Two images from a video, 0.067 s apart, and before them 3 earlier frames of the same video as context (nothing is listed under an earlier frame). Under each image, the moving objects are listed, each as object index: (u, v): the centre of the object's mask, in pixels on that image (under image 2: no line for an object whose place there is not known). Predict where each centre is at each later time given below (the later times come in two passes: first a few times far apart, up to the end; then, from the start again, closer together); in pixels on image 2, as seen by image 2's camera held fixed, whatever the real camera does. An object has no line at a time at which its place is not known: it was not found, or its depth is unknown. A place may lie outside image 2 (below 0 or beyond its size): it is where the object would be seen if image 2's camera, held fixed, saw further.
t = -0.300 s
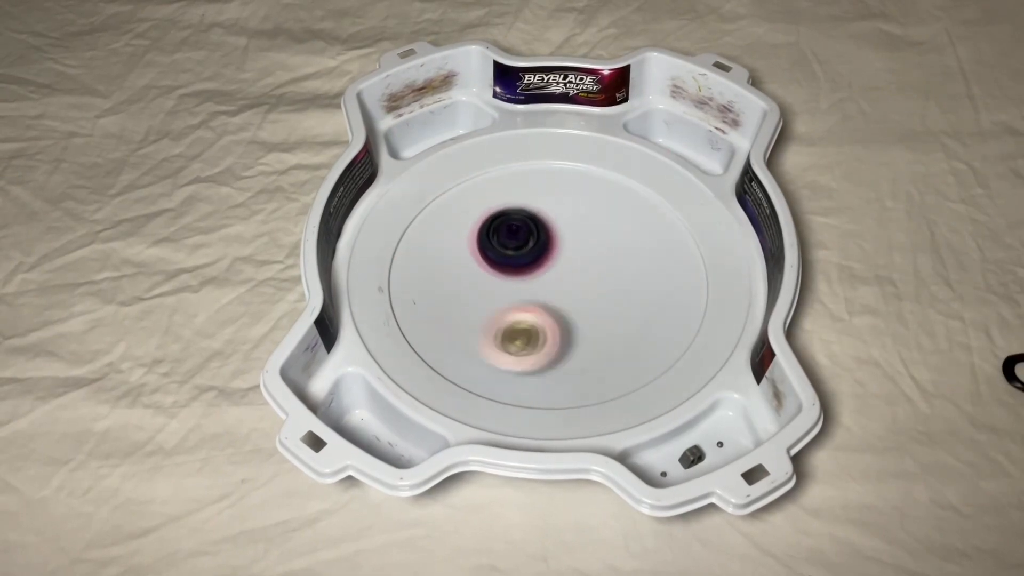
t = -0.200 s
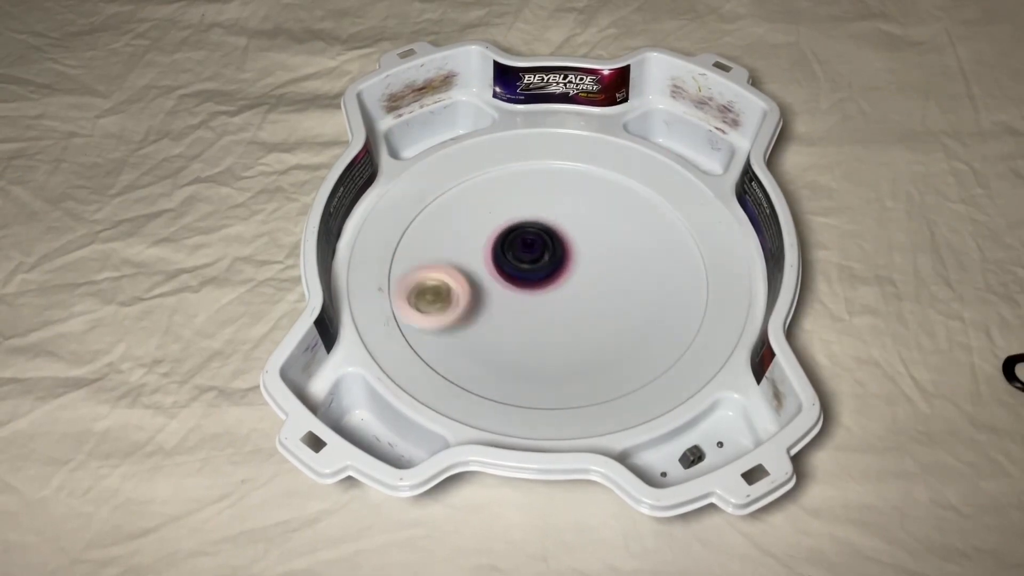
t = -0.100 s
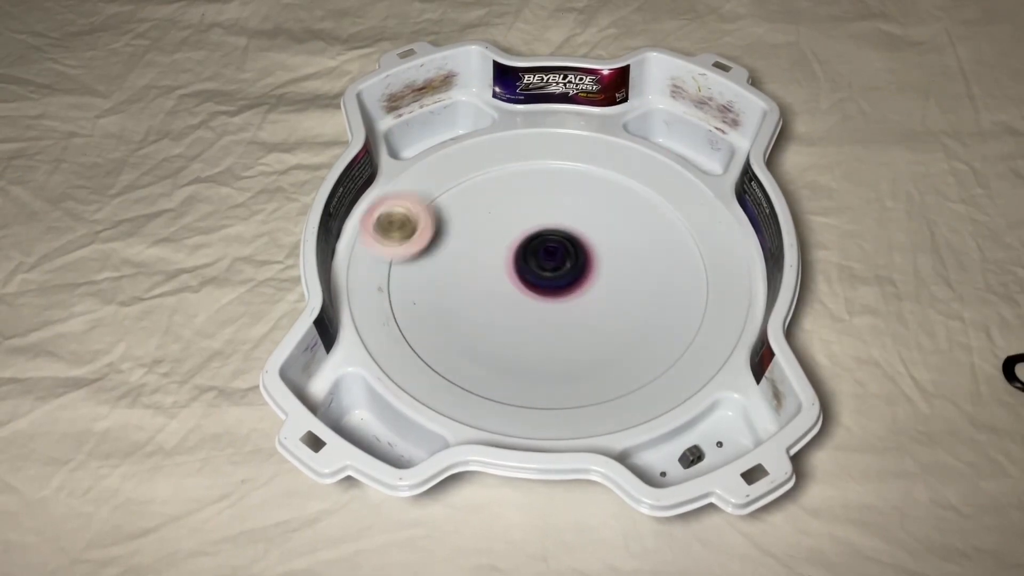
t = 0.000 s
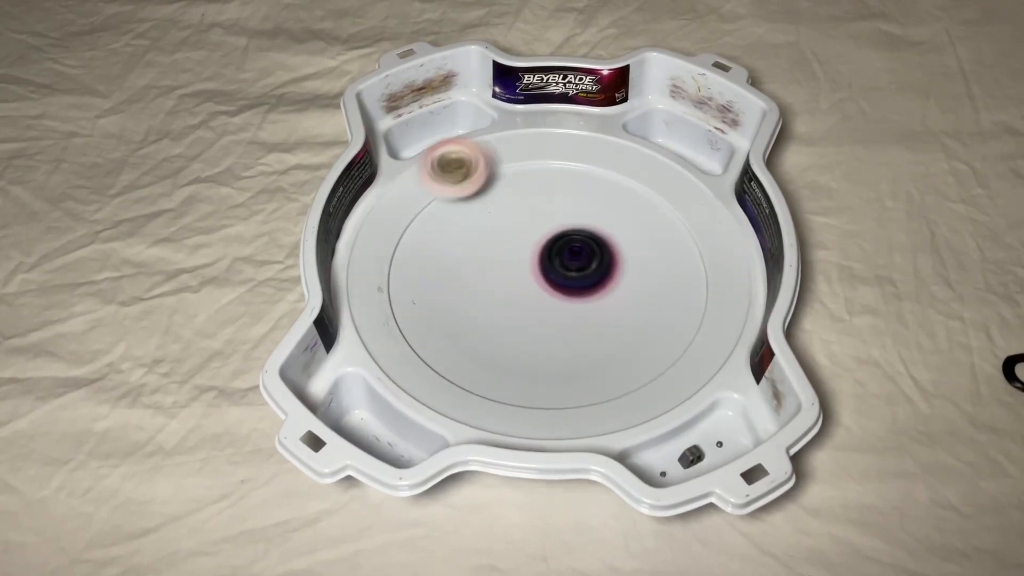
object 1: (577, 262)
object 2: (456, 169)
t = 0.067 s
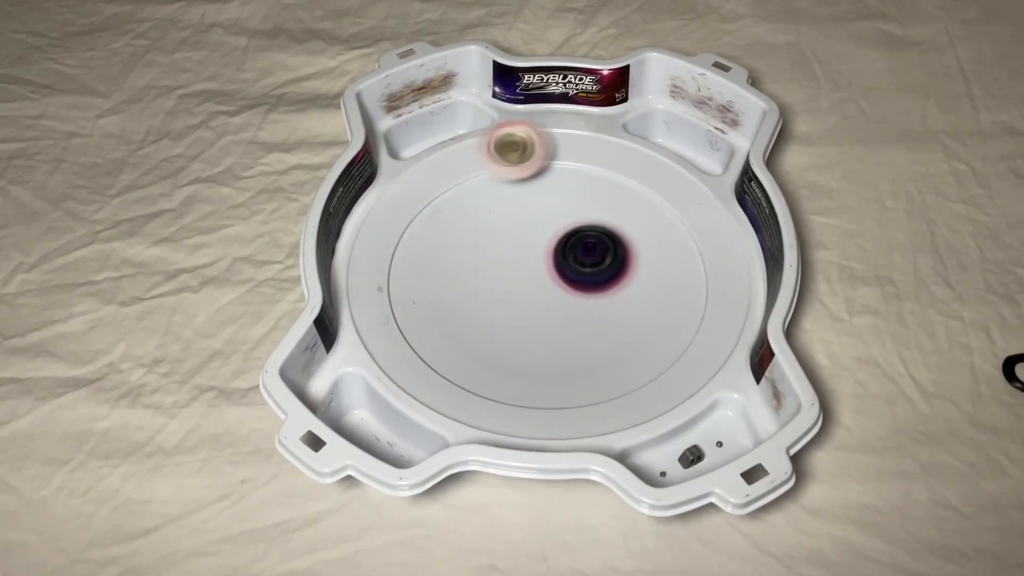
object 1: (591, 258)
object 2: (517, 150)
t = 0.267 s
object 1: (609, 242)
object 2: (655, 181)
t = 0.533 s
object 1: (568, 263)
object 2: (672, 276)
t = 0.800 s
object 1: (545, 283)
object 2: (611, 308)
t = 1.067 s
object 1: (528, 289)
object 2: (626, 309)
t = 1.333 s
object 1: (527, 291)
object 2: (608, 268)
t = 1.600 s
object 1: (539, 277)
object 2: (626, 213)
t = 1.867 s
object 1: (537, 251)
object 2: (626, 212)
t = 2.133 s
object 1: (522, 248)
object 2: (609, 221)
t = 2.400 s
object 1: (523, 262)
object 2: (592, 224)
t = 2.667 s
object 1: (537, 275)
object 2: (603, 235)
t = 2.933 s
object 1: (552, 277)
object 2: (617, 239)
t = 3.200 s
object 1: (550, 283)
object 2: (672, 213)
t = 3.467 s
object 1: (546, 278)
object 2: (632, 216)
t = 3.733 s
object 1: (545, 271)
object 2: (602, 200)
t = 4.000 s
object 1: (539, 270)
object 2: (558, 203)
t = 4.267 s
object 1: (547, 274)
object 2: (519, 206)
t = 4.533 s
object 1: (555, 267)
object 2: (491, 227)
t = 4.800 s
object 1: (562, 256)
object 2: (486, 255)
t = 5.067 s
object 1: (560, 249)
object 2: (510, 290)
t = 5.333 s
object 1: (555, 252)
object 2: (561, 306)
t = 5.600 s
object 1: (555, 259)
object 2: (608, 296)
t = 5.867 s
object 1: (552, 261)
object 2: (639, 280)
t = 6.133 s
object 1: (541, 261)
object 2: (622, 251)
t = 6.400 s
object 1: (536, 262)
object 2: (597, 213)
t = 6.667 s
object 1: (539, 265)
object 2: (570, 198)
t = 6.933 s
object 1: (552, 268)
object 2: (550, 196)
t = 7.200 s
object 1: (567, 269)
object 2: (531, 208)
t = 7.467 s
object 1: (575, 268)
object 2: (506, 237)
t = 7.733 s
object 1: (572, 266)
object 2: (498, 276)
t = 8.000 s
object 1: (568, 259)
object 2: (513, 302)
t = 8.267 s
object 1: (564, 243)
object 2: (548, 308)
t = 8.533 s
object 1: (559, 235)
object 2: (579, 300)
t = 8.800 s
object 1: (549, 240)
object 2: (619, 270)
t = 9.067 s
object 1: (536, 253)
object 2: (634, 247)
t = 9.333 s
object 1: (531, 267)
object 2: (608, 242)
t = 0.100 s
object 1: (597, 255)
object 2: (544, 146)
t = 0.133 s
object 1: (602, 252)
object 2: (572, 150)
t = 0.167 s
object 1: (605, 248)
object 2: (596, 156)
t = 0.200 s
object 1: (608, 244)
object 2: (619, 166)
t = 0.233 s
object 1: (610, 241)
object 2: (637, 178)
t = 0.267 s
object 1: (609, 242)
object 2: (655, 181)
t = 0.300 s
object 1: (606, 245)
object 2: (667, 185)
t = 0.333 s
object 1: (601, 248)
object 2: (667, 201)
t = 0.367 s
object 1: (596, 250)
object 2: (666, 219)
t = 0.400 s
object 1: (588, 253)
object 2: (674, 233)
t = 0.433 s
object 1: (580, 255)
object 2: (680, 247)
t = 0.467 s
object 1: (574, 257)
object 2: (681, 258)
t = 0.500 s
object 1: (570, 260)
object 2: (679, 268)
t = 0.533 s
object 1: (568, 263)
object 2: (672, 276)
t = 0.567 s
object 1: (566, 267)
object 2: (661, 281)
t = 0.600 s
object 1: (566, 271)
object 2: (646, 288)
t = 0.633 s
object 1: (563, 274)
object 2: (630, 292)
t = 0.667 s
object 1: (558, 276)
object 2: (625, 298)
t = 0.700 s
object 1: (554, 278)
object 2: (619, 301)
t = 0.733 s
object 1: (550, 279)
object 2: (617, 304)
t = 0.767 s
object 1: (547, 281)
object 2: (616, 307)
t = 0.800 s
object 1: (545, 283)
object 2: (611, 308)
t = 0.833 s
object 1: (542, 285)
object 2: (609, 308)
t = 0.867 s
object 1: (540, 287)
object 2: (611, 308)
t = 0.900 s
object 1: (538, 288)
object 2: (610, 307)
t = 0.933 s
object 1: (537, 289)
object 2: (608, 307)
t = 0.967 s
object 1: (535, 288)
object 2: (616, 308)
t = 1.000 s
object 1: (532, 288)
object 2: (622, 310)
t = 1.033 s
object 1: (530, 288)
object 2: (626, 310)
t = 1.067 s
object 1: (528, 289)
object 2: (626, 309)
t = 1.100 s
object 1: (527, 290)
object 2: (626, 307)
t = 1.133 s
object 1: (526, 291)
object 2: (623, 304)
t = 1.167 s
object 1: (526, 291)
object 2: (619, 301)
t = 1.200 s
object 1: (526, 292)
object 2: (616, 296)
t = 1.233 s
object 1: (526, 292)
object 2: (612, 290)
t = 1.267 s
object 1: (527, 292)
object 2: (608, 283)
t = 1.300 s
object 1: (527, 292)
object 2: (607, 276)
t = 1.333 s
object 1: (527, 291)
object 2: (608, 268)
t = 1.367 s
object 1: (529, 290)
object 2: (610, 260)
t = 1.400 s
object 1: (530, 289)
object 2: (612, 252)
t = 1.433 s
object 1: (533, 287)
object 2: (613, 244)
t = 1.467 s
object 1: (535, 286)
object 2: (616, 237)
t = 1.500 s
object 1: (536, 284)
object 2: (618, 230)
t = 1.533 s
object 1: (538, 282)
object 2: (621, 223)
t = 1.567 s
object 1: (539, 280)
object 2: (623, 218)
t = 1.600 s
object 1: (539, 277)
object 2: (626, 213)
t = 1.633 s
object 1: (539, 274)
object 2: (628, 209)
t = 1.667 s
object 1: (539, 271)
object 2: (630, 206)
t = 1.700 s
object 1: (539, 267)
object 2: (632, 204)
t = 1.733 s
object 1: (539, 263)
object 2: (633, 203)
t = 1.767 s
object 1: (538, 260)
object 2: (633, 203)
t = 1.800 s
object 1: (538, 256)
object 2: (632, 205)
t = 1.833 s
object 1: (538, 254)
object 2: (630, 207)
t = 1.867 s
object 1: (537, 251)
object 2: (626, 212)
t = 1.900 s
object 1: (537, 248)
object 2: (621, 216)
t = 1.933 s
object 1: (536, 246)
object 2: (616, 221)
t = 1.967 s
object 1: (534, 244)
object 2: (609, 225)
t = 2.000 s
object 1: (528, 245)
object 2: (613, 224)
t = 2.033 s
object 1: (525, 246)
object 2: (614, 221)
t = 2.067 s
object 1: (523, 247)
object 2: (614, 220)
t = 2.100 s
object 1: (522, 247)
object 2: (612, 220)
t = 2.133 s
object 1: (522, 248)
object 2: (609, 221)
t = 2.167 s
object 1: (522, 248)
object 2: (604, 222)
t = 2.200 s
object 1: (522, 249)
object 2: (598, 225)
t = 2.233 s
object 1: (521, 251)
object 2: (595, 226)
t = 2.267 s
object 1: (520, 253)
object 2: (594, 225)
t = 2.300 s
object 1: (519, 256)
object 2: (596, 223)
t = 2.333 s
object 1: (519, 258)
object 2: (596, 222)
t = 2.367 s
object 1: (520, 260)
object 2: (595, 223)
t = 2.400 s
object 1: (523, 262)
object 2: (592, 224)
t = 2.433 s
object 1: (524, 264)
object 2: (591, 224)
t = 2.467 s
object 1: (521, 266)
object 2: (601, 222)
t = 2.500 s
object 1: (521, 268)
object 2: (607, 222)
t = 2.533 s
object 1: (523, 270)
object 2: (609, 222)
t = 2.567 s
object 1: (525, 271)
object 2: (610, 225)
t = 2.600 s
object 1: (529, 273)
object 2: (609, 227)
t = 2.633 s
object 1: (533, 274)
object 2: (607, 231)
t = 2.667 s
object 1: (537, 275)
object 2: (603, 235)
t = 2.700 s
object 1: (536, 276)
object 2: (608, 234)
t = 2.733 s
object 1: (534, 278)
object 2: (616, 231)
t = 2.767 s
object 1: (536, 278)
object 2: (620, 230)
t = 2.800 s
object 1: (538, 279)
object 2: (623, 231)
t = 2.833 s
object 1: (541, 279)
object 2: (623, 232)
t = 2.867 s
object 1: (545, 279)
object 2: (622, 234)
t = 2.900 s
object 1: (548, 278)
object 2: (620, 237)
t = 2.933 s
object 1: (552, 277)
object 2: (617, 239)
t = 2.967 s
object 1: (550, 278)
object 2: (625, 234)
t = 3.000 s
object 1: (545, 282)
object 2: (638, 225)
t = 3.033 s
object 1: (543, 283)
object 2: (651, 218)
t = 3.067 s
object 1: (543, 284)
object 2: (662, 213)
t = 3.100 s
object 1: (544, 284)
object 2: (671, 209)
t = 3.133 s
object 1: (546, 283)
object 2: (677, 207)
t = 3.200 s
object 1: (550, 283)
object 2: (672, 213)
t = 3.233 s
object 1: (551, 282)
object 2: (664, 217)
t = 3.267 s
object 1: (554, 281)
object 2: (656, 222)
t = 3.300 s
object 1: (556, 279)
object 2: (647, 225)
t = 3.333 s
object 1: (558, 278)
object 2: (638, 229)
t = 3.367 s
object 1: (559, 276)
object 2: (627, 232)
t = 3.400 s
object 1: (558, 275)
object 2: (623, 230)
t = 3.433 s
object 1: (550, 277)
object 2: (629, 223)
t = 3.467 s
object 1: (546, 278)
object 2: (632, 216)
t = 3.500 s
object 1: (543, 278)
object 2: (633, 211)
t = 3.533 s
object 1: (541, 277)
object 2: (632, 206)
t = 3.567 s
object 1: (541, 276)
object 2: (630, 203)
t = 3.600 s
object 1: (542, 275)
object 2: (626, 200)
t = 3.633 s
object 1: (542, 274)
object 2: (621, 199)
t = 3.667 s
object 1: (543, 273)
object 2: (615, 198)
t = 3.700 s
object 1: (544, 272)
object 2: (609, 199)
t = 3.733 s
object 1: (545, 271)
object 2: (602, 200)
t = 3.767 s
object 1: (545, 270)
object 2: (595, 203)
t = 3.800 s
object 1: (546, 269)
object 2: (587, 205)
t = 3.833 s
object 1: (546, 269)
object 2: (580, 205)
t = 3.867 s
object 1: (542, 270)
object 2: (577, 201)
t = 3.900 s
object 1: (541, 271)
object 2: (573, 199)
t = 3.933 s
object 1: (540, 270)
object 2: (569, 200)
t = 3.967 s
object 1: (540, 270)
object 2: (565, 201)
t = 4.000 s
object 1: (539, 270)
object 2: (558, 203)
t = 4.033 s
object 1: (539, 272)
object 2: (552, 201)
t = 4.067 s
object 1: (540, 274)
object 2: (547, 198)
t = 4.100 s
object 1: (541, 275)
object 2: (541, 196)
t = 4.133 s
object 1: (542, 276)
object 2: (536, 196)
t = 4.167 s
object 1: (543, 275)
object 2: (531, 197)
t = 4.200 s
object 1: (544, 275)
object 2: (527, 199)
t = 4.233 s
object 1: (546, 275)
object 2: (523, 202)
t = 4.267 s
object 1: (547, 274)
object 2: (519, 206)
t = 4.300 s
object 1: (548, 273)
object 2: (516, 210)
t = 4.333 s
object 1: (550, 273)
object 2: (511, 211)
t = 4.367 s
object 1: (551, 273)
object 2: (505, 212)
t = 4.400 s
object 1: (551, 272)
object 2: (501, 214)
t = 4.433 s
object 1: (552, 271)
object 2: (498, 216)
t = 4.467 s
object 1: (553, 270)
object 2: (496, 219)
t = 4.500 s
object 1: (554, 268)
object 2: (494, 223)
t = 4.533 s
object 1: (555, 267)
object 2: (491, 227)
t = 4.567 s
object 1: (557, 266)
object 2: (489, 230)
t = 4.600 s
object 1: (558, 264)
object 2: (487, 233)
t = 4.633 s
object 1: (559, 263)
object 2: (486, 236)
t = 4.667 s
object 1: (560, 262)
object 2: (486, 240)
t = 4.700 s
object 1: (561, 260)
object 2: (485, 243)
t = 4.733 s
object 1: (561, 258)
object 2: (485, 247)
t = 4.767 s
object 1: (562, 257)
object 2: (486, 251)
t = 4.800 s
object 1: (562, 256)
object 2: (486, 255)
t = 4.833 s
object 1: (563, 255)
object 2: (488, 259)
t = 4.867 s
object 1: (562, 254)
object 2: (489, 263)
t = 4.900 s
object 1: (562, 252)
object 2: (491, 268)
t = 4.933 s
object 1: (562, 252)
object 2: (493, 272)
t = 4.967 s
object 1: (562, 251)
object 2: (496, 277)
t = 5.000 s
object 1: (561, 250)
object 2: (500, 281)
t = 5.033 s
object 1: (560, 250)
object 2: (505, 286)
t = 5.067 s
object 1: (560, 249)
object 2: (510, 290)
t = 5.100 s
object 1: (559, 249)
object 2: (515, 293)
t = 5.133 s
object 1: (559, 249)
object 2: (521, 296)
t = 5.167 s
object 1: (558, 249)
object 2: (527, 299)
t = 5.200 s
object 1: (557, 250)
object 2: (533, 302)
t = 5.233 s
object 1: (557, 250)
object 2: (540, 304)
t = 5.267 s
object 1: (556, 251)
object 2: (547, 305)
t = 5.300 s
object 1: (556, 251)
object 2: (554, 306)
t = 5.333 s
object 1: (555, 252)
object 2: (561, 306)
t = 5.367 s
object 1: (555, 252)
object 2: (567, 306)
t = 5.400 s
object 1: (555, 253)
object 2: (574, 306)
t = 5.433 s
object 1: (555, 254)
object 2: (580, 305)
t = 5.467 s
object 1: (555, 255)
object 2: (586, 304)
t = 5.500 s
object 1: (555, 255)
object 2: (592, 303)
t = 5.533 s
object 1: (555, 256)
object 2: (597, 301)
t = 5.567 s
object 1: (555, 258)
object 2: (603, 299)
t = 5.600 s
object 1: (555, 259)
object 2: (608, 296)
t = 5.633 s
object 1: (555, 259)
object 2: (613, 294)
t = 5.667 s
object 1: (556, 260)
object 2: (617, 292)
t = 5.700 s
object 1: (556, 261)
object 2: (621, 290)
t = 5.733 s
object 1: (557, 262)
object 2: (623, 287)
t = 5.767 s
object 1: (557, 262)
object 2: (624, 283)
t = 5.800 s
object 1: (555, 262)
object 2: (631, 283)
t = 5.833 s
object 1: (554, 261)
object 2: (636, 282)
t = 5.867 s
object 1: (552, 261)
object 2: (639, 280)
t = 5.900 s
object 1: (551, 261)
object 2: (639, 278)
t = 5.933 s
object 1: (550, 261)
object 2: (637, 276)
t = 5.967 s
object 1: (549, 261)
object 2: (634, 273)
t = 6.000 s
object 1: (548, 261)
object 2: (631, 269)
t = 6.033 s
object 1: (547, 261)
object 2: (626, 265)
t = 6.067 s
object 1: (545, 261)
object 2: (623, 260)
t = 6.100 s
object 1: (543, 261)
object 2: (624, 256)
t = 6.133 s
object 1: (541, 261)
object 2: (622, 251)
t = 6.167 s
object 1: (540, 261)
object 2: (619, 246)
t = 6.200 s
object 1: (539, 261)
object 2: (617, 240)
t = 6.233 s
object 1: (538, 261)
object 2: (614, 236)
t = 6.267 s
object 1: (537, 261)
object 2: (612, 230)
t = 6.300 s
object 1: (537, 261)
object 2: (609, 226)
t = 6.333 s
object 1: (537, 261)
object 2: (605, 222)
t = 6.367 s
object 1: (537, 262)
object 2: (600, 218)
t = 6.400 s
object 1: (536, 262)
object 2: (597, 213)
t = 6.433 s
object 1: (536, 262)
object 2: (595, 209)
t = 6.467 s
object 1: (537, 262)
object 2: (592, 206)
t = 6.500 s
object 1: (537, 262)
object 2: (588, 204)
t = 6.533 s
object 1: (538, 263)
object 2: (583, 203)
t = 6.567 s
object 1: (538, 263)
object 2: (578, 203)
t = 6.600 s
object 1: (538, 264)
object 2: (575, 201)
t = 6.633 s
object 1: (538, 264)
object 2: (573, 199)
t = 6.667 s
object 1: (539, 265)
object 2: (570, 198)
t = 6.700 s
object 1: (540, 265)
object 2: (567, 199)
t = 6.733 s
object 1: (541, 265)
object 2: (564, 199)
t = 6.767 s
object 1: (542, 266)
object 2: (563, 199)
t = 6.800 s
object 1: (543, 266)
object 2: (561, 198)
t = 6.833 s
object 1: (545, 266)
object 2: (559, 198)
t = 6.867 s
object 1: (548, 267)
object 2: (556, 196)
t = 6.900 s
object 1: (550, 268)
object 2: (553, 195)
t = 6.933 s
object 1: (552, 268)
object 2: (550, 196)
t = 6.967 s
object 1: (555, 268)
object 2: (548, 197)
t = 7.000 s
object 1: (557, 268)
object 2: (546, 199)
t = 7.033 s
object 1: (559, 268)
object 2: (543, 201)
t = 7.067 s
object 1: (561, 269)
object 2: (540, 203)
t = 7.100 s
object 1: (563, 269)
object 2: (538, 204)
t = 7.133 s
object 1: (564, 269)
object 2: (535, 204)
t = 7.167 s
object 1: (565, 269)
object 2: (533, 205)
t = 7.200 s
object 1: (567, 269)
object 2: (531, 208)
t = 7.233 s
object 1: (567, 269)
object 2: (529, 210)
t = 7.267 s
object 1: (569, 269)
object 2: (525, 211)
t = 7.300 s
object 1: (571, 269)
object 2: (521, 213)
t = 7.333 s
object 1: (572, 269)
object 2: (517, 217)
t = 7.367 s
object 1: (573, 269)
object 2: (514, 221)
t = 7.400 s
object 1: (574, 269)
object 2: (512, 227)
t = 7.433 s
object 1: (575, 269)
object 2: (509, 232)
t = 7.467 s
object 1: (575, 268)
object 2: (506, 237)
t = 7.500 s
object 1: (575, 268)
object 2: (503, 242)
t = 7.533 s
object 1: (575, 268)
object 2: (500, 247)
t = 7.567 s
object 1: (575, 268)
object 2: (498, 253)
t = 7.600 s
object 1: (575, 267)
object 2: (496, 258)
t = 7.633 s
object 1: (574, 267)
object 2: (495, 263)
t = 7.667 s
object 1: (574, 267)
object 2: (495, 267)
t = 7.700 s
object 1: (573, 266)
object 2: (496, 272)
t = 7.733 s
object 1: (572, 266)
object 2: (498, 276)
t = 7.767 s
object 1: (571, 266)
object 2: (500, 280)
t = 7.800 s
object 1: (570, 265)
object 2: (501, 284)
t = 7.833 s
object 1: (570, 264)
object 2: (502, 288)
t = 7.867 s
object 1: (568, 264)
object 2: (505, 291)
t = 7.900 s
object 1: (567, 263)
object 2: (509, 293)
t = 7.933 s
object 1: (568, 261)
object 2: (510, 297)
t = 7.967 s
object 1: (568, 260)
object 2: (511, 300)
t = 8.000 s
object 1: (568, 259)
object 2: (513, 302)
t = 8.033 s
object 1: (568, 257)
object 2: (515, 303)
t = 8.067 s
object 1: (567, 256)
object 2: (519, 304)
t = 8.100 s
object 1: (566, 254)
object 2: (523, 303)
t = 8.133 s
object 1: (566, 253)
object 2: (527, 303)
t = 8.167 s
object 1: (565, 251)
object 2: (534, 301)
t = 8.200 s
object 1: (564, 249)
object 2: (540, 299)
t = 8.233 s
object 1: (564, 247)
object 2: (545, 302)
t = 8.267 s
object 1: (564, 243)
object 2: (548, 308)
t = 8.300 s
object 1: (564, 241)
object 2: (552, 312)
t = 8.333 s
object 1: (563, 239)
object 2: (556, 313)
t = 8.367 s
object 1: (562, 238)
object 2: (560, 313)
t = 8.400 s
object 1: (562, 237)
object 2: (565, 312)
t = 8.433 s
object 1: (561, 236)
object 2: (569, 310)
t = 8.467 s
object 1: (561, 235)
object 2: (572, 307)
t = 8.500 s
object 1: (560, 235)
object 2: (576, 304)
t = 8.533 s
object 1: (559, 235)
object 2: (579, 300)
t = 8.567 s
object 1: (558, 236)
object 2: (583, 295)
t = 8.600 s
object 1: (557, 236)
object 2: (587, 289)
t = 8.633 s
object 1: (556, 236)
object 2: (591, 283)
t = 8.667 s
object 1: (554, 236)
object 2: (600, 280)
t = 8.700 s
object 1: (553, 237)
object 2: (607, 279)
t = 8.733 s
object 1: (552, 238)
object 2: (613, 277)
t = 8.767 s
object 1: (550, 239)
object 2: (616, 273)
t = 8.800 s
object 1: (549, 240)
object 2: (619, 270)
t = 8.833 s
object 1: (548, 241)
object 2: (621, 266)
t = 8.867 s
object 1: (547, 243)
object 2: (621, 262)
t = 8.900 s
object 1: (546, 245)
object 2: (620, 258)
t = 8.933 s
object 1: (545, 247)
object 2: (619, 256)
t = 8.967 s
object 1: (543, 248)
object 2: (623, 253)
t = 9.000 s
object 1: (539, 249)
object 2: (629, 252)
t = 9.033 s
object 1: (537, 251)
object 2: (633, 249)
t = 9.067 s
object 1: (536, 253)
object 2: (634, 247)
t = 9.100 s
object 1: (535, 255)
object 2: (635, 246)
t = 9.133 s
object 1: (533, 256)
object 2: (634, 245)
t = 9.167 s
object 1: (533, 258)
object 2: (632, 244)
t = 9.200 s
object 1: (532, 260)
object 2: (629, 243)
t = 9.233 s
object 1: (531, 262)
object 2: (626, 242)
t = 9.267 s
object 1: (531, 264)
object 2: (622, 241)
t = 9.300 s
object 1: (531, 265)
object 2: (617, 241)
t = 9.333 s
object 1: (531, 267)
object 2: (608, 242)
